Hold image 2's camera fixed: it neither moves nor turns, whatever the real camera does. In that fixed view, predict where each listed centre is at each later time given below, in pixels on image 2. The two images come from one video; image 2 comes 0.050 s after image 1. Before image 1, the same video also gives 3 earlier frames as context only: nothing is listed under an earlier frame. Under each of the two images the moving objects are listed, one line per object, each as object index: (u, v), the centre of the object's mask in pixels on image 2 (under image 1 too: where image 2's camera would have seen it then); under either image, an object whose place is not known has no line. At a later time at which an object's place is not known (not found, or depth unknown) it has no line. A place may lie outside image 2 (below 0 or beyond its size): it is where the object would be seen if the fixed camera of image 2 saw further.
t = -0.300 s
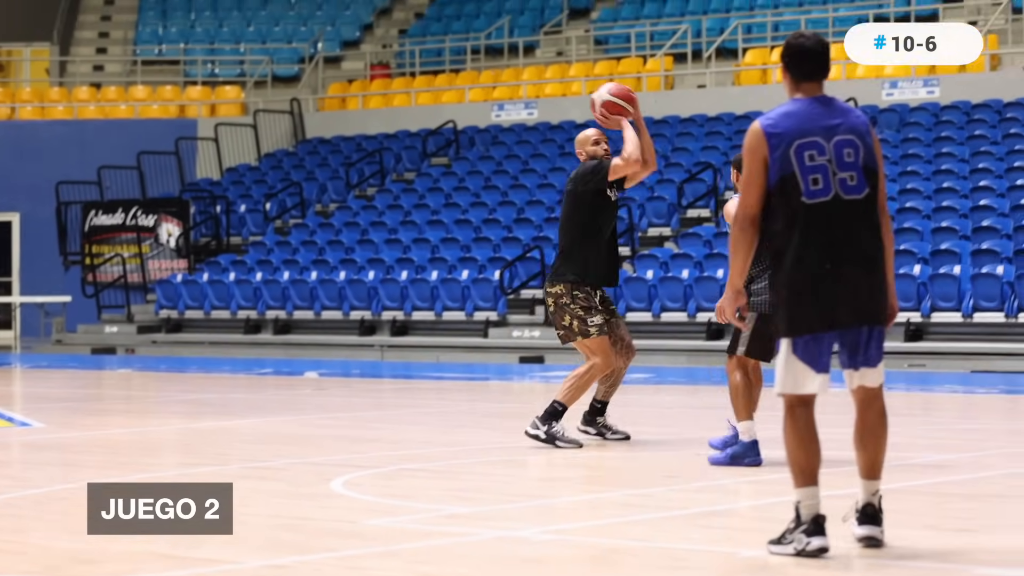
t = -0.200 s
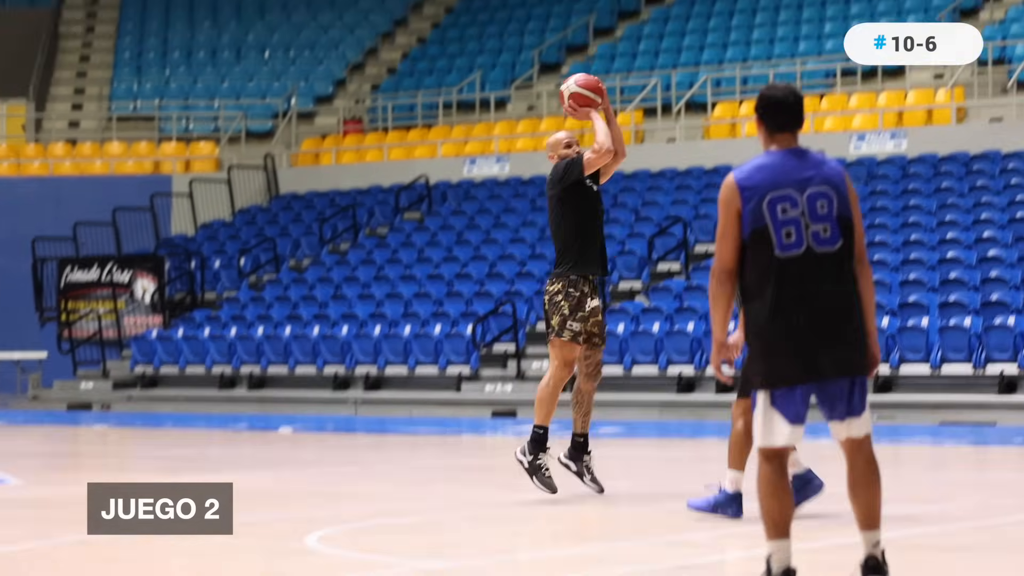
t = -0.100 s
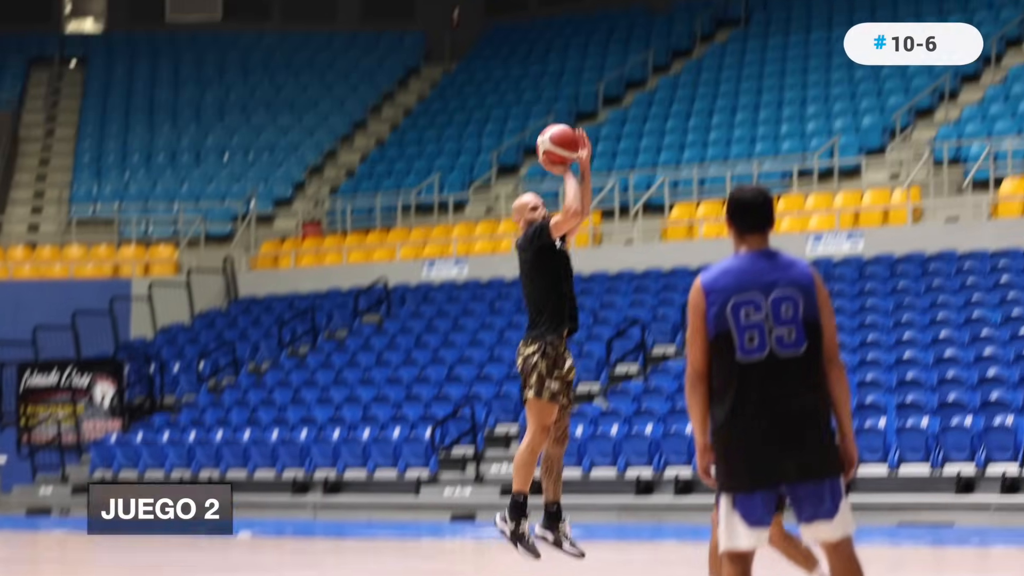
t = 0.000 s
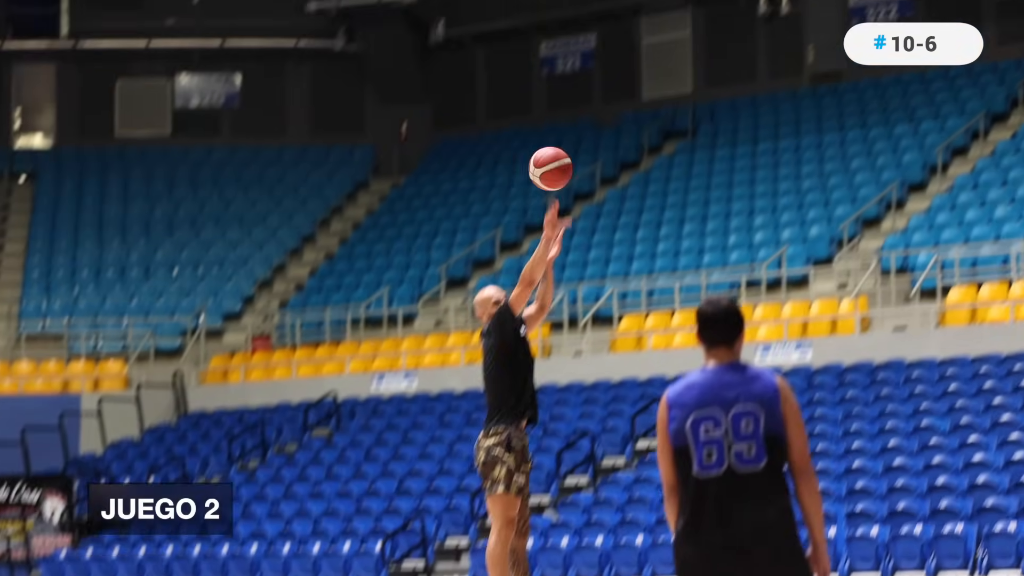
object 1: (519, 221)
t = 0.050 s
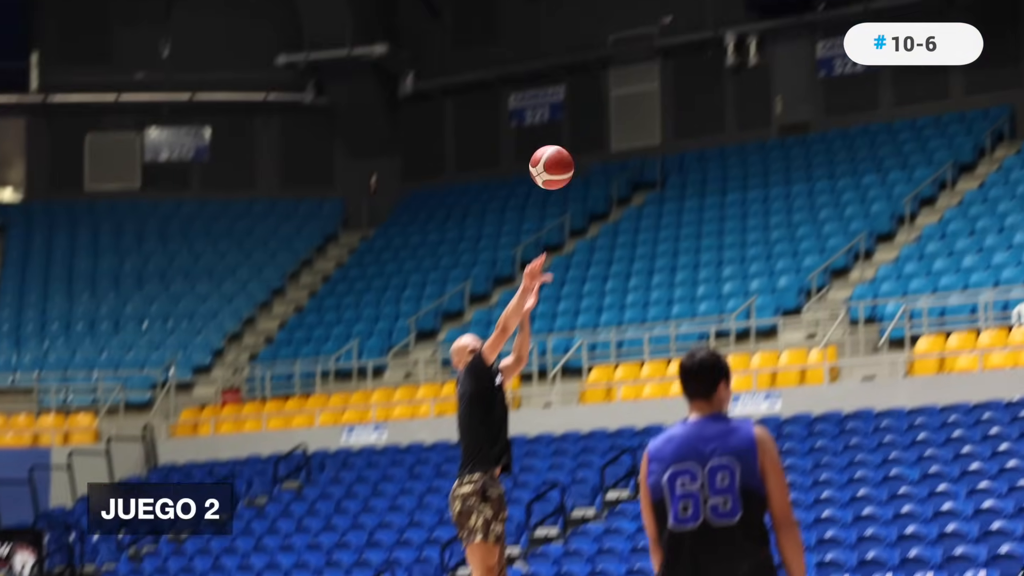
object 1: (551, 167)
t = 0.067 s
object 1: (563, 150)
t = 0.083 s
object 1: (574, 132)
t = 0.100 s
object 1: (586, 115)
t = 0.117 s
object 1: (597, 99)
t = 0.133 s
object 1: (608, 83)
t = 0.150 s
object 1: (620, 68)
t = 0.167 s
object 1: (632, 53)
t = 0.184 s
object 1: (645, 38)
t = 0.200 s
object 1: (657, 23)
